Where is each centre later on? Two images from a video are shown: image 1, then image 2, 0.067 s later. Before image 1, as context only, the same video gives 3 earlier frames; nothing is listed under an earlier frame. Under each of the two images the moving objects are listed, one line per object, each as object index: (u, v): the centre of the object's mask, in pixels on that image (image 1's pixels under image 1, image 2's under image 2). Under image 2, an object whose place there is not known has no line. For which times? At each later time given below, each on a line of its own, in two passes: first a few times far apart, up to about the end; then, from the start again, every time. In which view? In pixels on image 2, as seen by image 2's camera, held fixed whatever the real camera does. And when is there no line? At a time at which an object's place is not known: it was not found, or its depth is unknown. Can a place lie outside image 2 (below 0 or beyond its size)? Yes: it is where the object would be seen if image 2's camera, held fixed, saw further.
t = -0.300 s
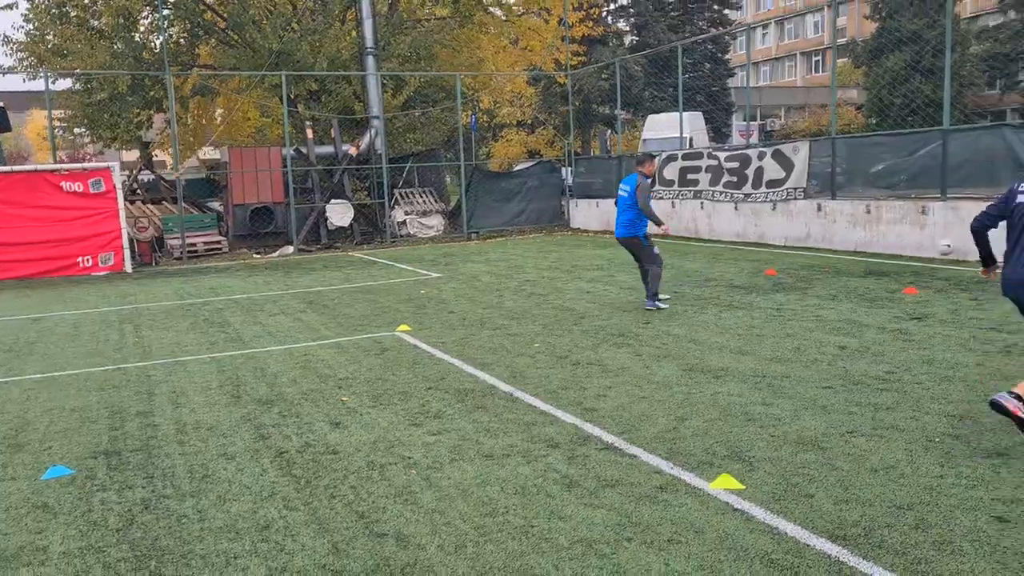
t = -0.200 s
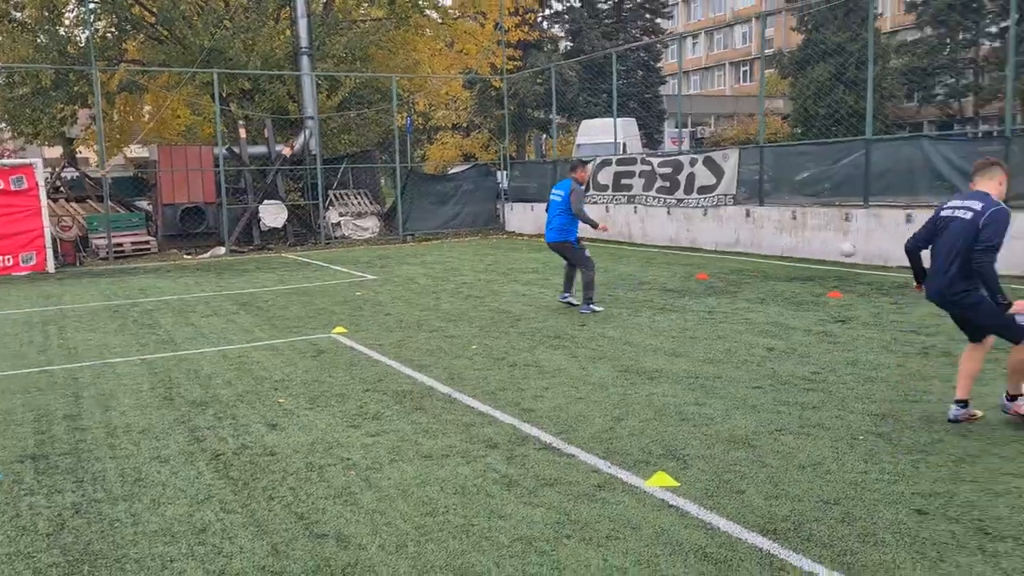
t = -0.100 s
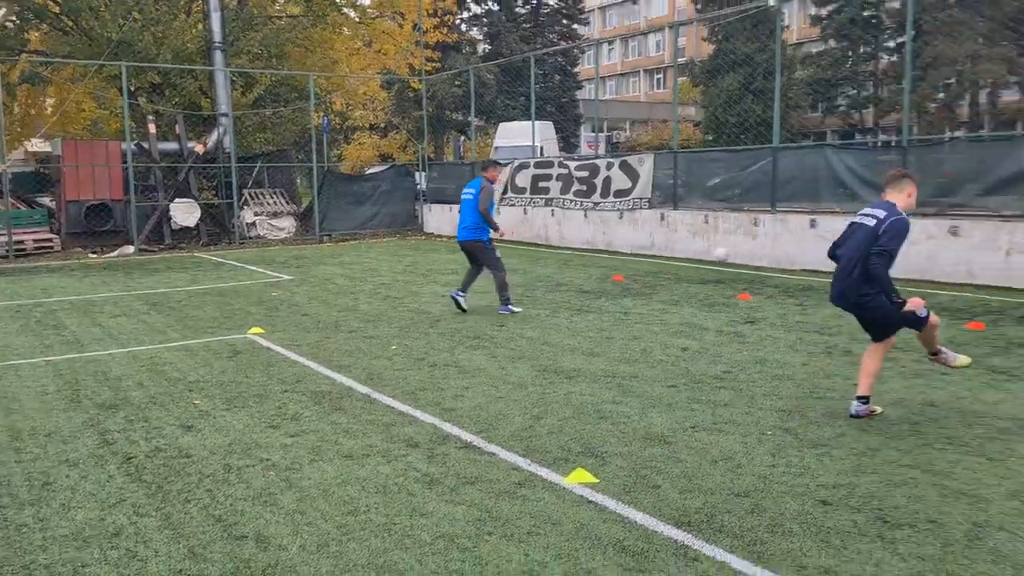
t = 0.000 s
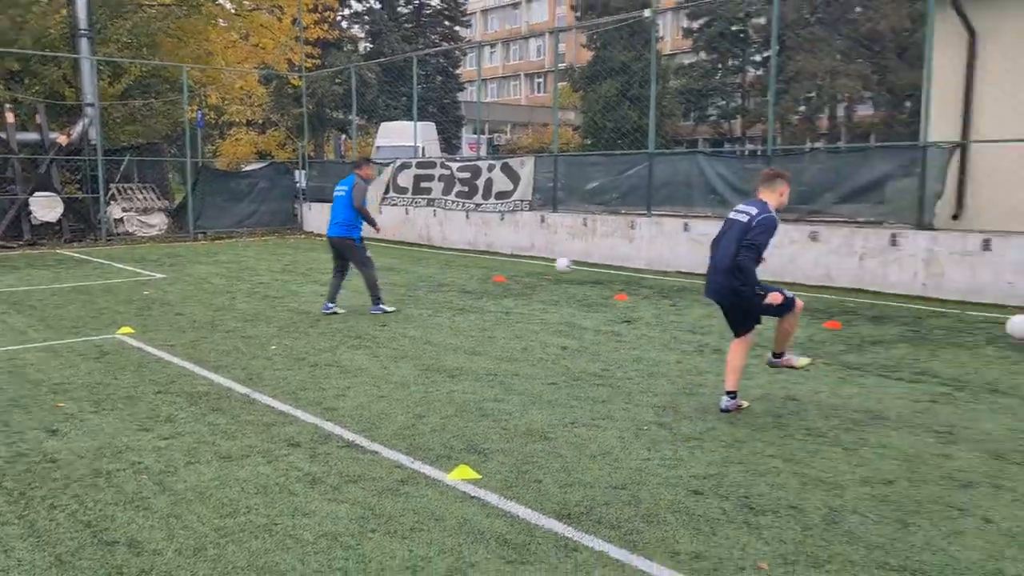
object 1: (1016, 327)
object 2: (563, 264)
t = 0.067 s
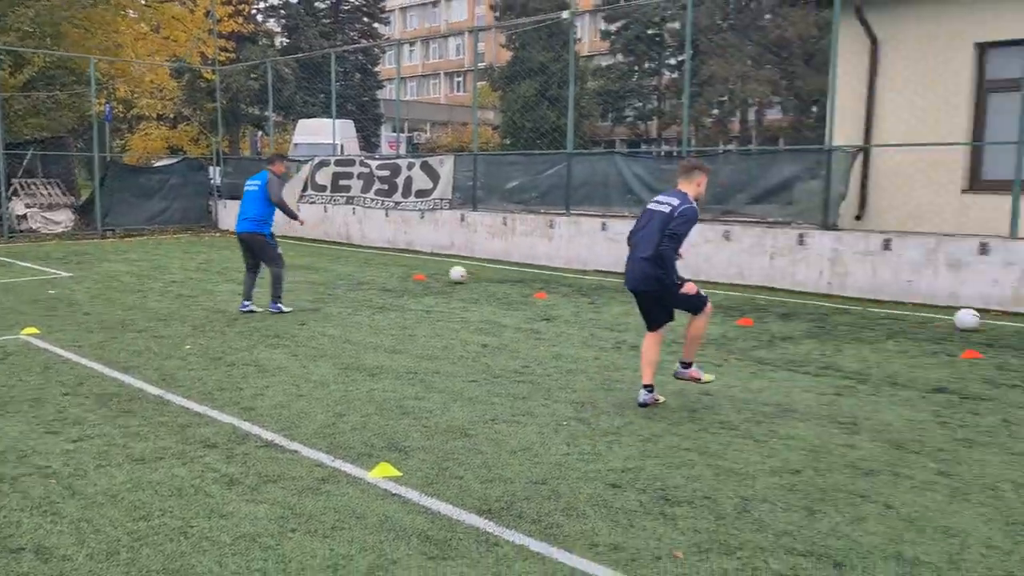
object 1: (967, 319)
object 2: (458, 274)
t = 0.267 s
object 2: (402, 271)
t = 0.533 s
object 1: (903, 351)
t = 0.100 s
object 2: (447, 275)
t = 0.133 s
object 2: (438, 271)
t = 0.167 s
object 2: (429, 270)
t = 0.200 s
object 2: (420, 270)
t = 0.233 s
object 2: (411, 270)
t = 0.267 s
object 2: (402, 271)
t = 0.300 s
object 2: (392, 273)
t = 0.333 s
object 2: (382, 276)
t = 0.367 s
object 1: (960, 332)
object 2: (372, 280)
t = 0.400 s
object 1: (950, 334)
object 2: (363, 285)
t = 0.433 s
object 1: (939, 336)
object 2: (355, 282)
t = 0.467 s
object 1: (928, 339)
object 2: (348, 281)
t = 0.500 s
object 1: (915, 345)
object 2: (341, 280)
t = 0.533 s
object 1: (903, 351)
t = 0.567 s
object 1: (889, 361)
